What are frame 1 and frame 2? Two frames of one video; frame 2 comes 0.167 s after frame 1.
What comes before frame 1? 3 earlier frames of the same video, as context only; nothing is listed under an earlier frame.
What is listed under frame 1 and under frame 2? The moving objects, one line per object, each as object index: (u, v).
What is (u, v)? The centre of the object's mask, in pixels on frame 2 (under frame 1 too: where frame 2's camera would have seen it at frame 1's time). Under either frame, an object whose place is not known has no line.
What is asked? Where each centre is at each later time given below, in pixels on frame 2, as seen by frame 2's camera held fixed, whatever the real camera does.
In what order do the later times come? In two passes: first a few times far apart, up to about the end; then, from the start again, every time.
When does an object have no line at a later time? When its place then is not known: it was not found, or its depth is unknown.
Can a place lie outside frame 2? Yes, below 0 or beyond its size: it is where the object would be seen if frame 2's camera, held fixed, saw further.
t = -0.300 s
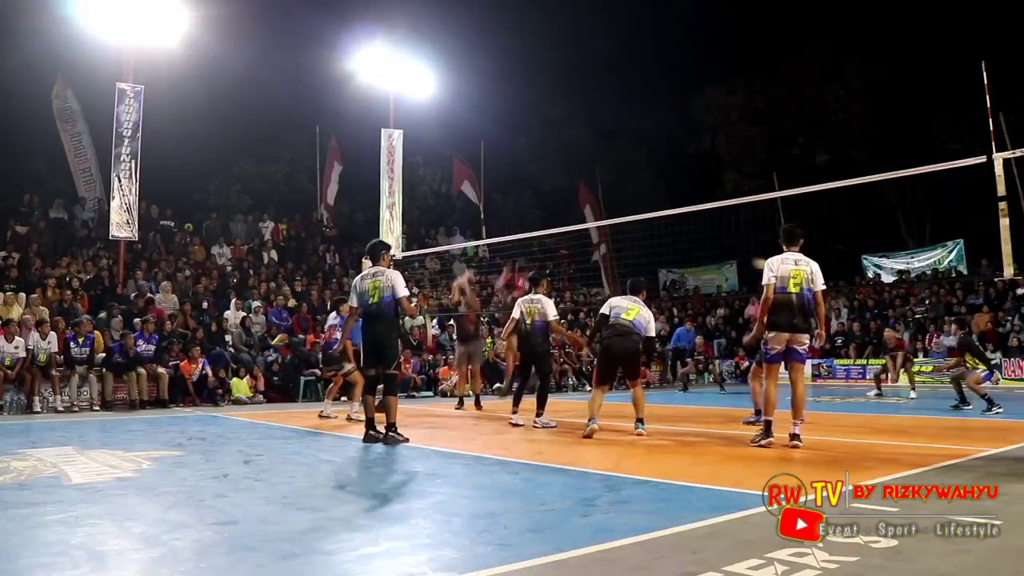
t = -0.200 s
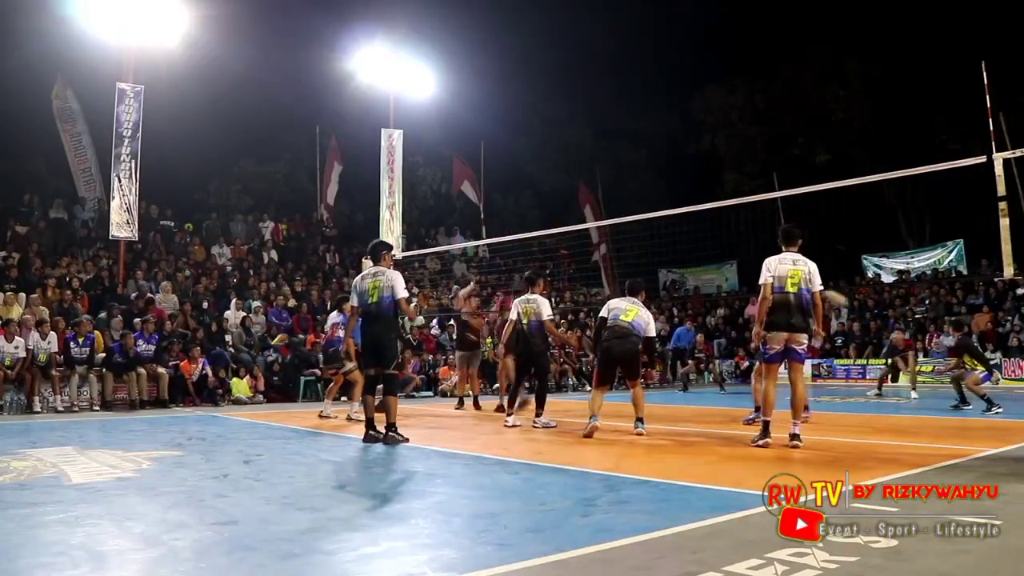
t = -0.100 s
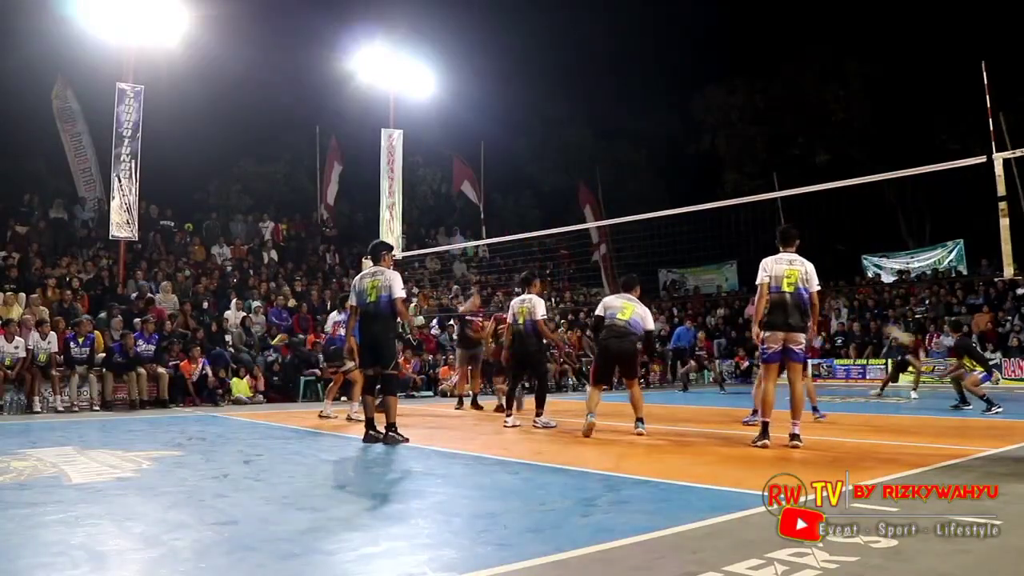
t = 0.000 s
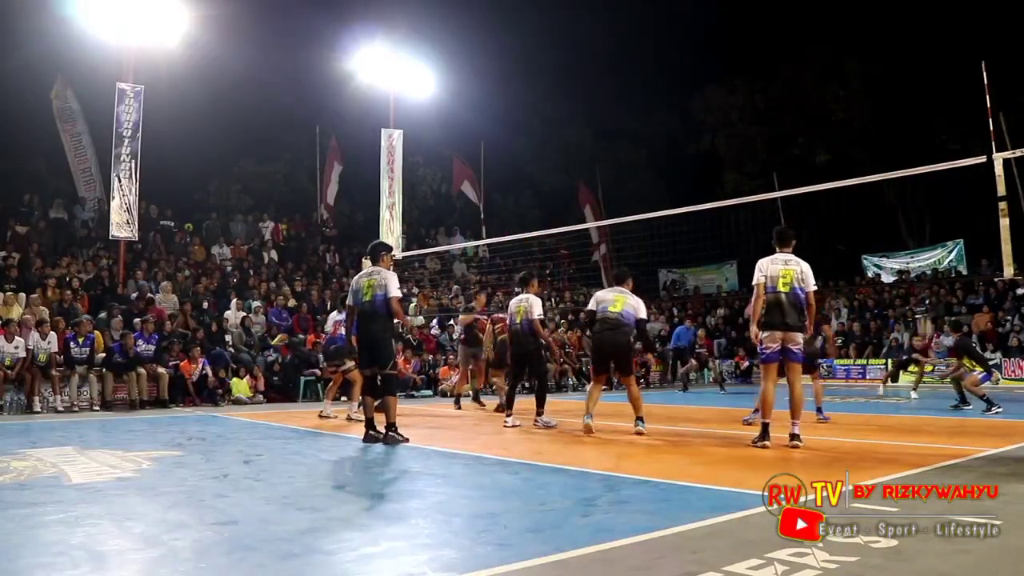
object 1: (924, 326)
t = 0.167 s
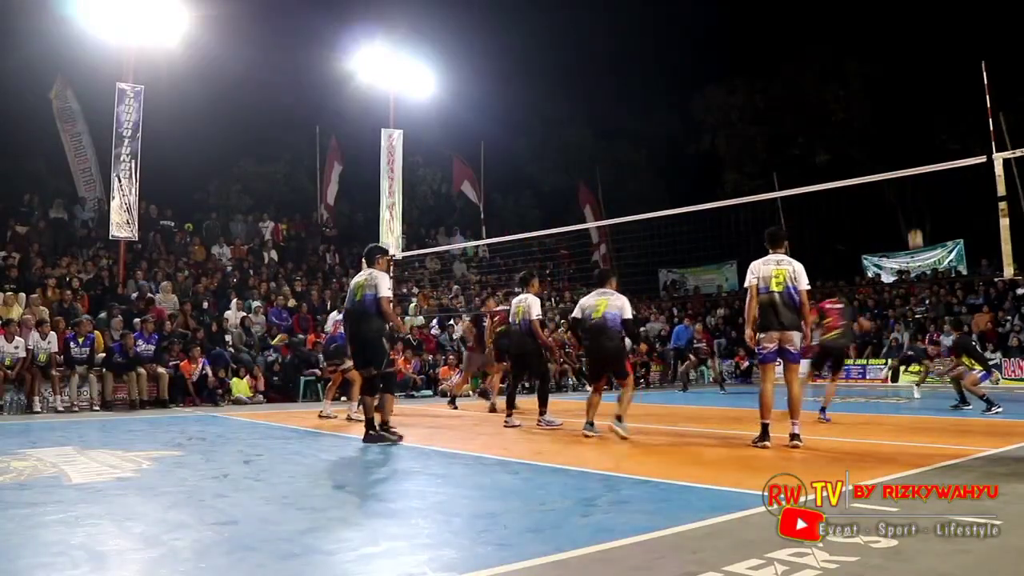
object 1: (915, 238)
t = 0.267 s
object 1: (910, 195)
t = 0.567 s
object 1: (899, 100)
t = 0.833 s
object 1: (891, 62)
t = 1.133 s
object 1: (886, 71)
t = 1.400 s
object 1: (884, 128)
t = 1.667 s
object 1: (882, 236)
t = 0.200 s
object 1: (913, 224)
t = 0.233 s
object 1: (912, 209)
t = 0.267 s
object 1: (910, 195)
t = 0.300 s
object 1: (909, 182)
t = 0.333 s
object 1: (907, 165)
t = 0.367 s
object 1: (906, 157)
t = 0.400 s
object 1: (905, 147)
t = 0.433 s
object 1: (903, 136)
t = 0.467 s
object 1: (902, 124)
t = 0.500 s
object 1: (901, 116)
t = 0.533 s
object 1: (900, 108)
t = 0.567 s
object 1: (899, 100)
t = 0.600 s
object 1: (898, 93)
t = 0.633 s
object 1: (897, 86)
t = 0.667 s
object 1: (895, 81)
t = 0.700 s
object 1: (894, 76)
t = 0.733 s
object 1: (894, 71)
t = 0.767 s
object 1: (893, 68)
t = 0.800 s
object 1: (892, 64)
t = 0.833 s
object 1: (891, 62)
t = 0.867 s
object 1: (891, 60)
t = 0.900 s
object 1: (890, 59)
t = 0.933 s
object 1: (890, 59)
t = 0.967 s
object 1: (889, 59)
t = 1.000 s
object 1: (888, 60)
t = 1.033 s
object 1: (888, 62)
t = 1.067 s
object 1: (888, 64)
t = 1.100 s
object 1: (887, 67)
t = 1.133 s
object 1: (886, 71)
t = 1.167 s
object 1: (886, 75)
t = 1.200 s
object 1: (885, 81)
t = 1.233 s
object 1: (886, 86)
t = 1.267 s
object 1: (885, 93)
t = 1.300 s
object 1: (885, 101)
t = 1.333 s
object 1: (885, 109)
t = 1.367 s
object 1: (884, 118)
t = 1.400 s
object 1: (884, 128)
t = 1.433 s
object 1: (884, 138)
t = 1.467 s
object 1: (883, 150)
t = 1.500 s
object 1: (883, 161)
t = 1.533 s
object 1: (884, 173)
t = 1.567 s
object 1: (883, 189)
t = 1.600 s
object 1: (883, 204)
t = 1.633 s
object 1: (883, 220)
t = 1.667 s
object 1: (882, 236)
